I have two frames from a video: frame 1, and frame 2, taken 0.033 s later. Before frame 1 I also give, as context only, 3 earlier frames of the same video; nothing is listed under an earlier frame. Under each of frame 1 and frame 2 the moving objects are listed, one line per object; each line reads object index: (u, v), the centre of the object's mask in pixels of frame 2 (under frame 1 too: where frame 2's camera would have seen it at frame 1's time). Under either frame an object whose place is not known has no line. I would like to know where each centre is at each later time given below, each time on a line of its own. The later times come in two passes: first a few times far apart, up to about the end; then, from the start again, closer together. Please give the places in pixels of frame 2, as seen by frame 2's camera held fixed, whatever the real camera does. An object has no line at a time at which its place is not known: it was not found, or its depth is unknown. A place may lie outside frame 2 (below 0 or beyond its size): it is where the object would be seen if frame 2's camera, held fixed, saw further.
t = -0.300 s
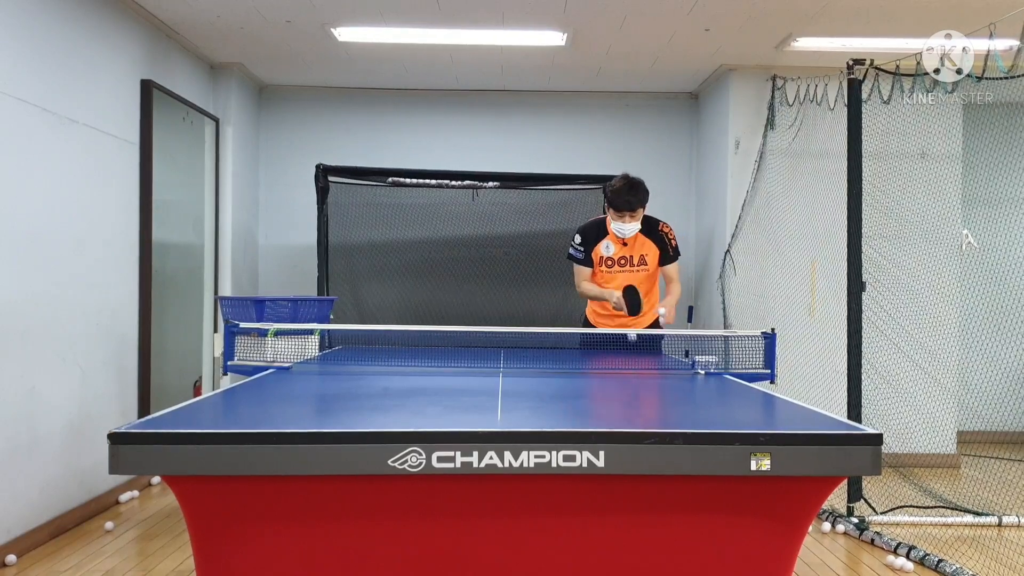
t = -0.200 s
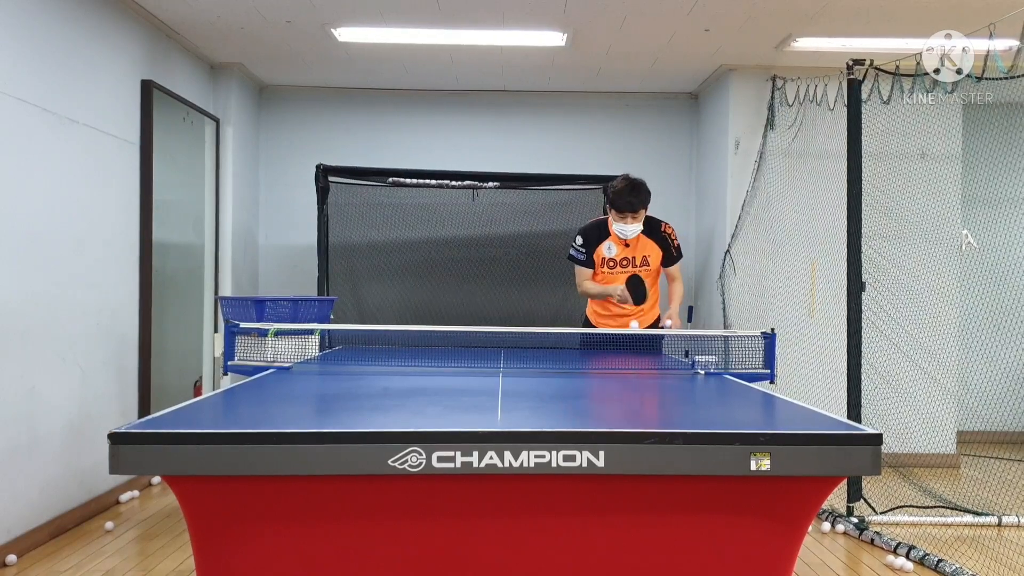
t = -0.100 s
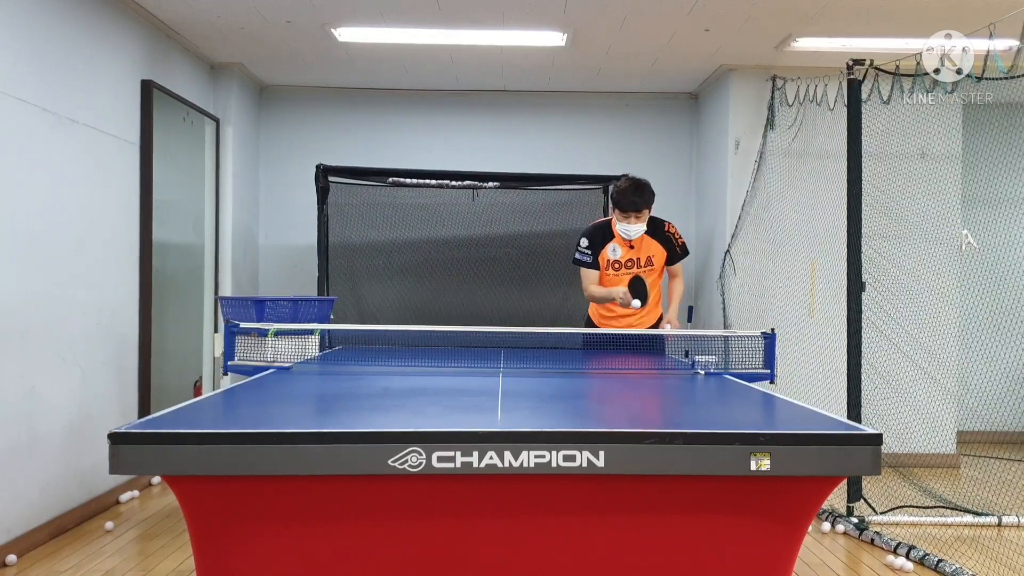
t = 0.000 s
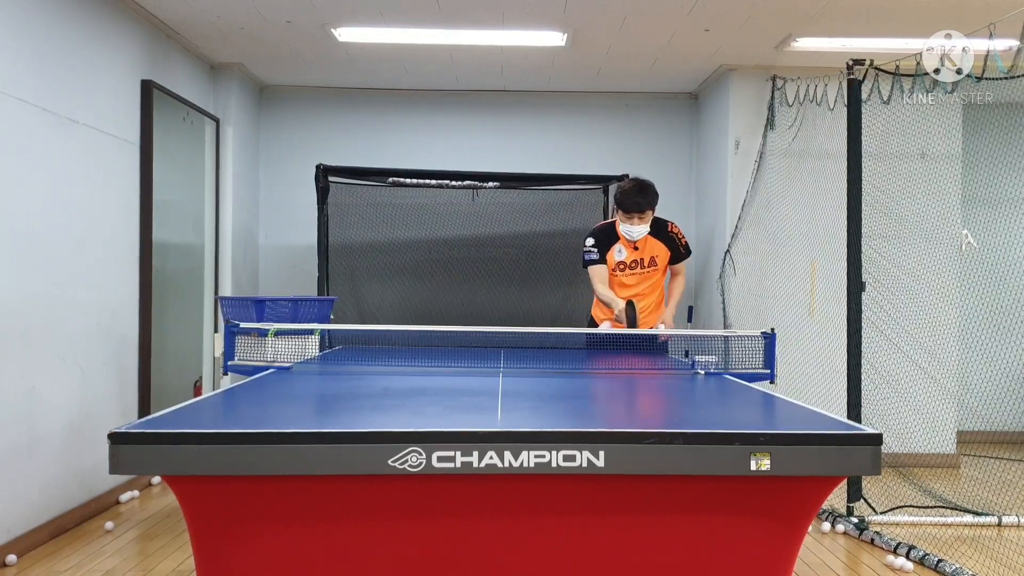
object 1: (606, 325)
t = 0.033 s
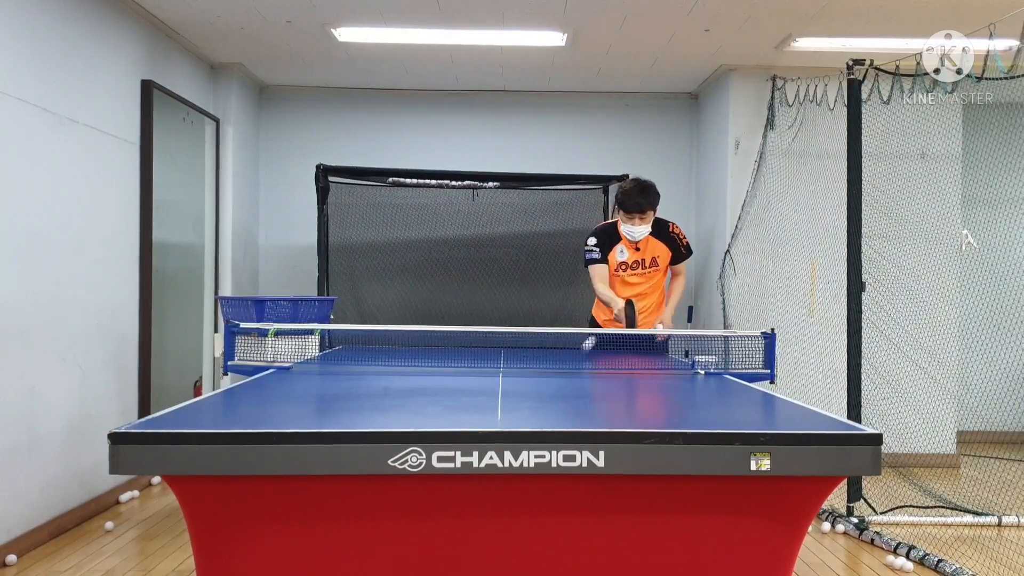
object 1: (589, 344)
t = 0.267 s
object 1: (528, 301)
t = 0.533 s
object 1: (460, 336)
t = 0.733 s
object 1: (428, 314)
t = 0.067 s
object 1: (576, 347)
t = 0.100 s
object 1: (569, 333)
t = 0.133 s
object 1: (560, 321)
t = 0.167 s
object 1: (552, 312)
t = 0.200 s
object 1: (545, 306)
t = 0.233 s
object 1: (536, 301)
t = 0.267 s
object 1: (528, 301)
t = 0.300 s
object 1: (519, 302)
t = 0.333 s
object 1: (510, 306)
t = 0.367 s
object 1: (500, 314)
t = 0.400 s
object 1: (492, 321)
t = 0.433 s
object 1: (481, 338)
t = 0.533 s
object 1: (460, 336)
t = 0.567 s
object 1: (454, 322)
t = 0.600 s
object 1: (450, 317)
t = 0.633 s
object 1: (444, 311)
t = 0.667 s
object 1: (439, 309)
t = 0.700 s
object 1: (434, 310)
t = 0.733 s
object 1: (428, 314)
